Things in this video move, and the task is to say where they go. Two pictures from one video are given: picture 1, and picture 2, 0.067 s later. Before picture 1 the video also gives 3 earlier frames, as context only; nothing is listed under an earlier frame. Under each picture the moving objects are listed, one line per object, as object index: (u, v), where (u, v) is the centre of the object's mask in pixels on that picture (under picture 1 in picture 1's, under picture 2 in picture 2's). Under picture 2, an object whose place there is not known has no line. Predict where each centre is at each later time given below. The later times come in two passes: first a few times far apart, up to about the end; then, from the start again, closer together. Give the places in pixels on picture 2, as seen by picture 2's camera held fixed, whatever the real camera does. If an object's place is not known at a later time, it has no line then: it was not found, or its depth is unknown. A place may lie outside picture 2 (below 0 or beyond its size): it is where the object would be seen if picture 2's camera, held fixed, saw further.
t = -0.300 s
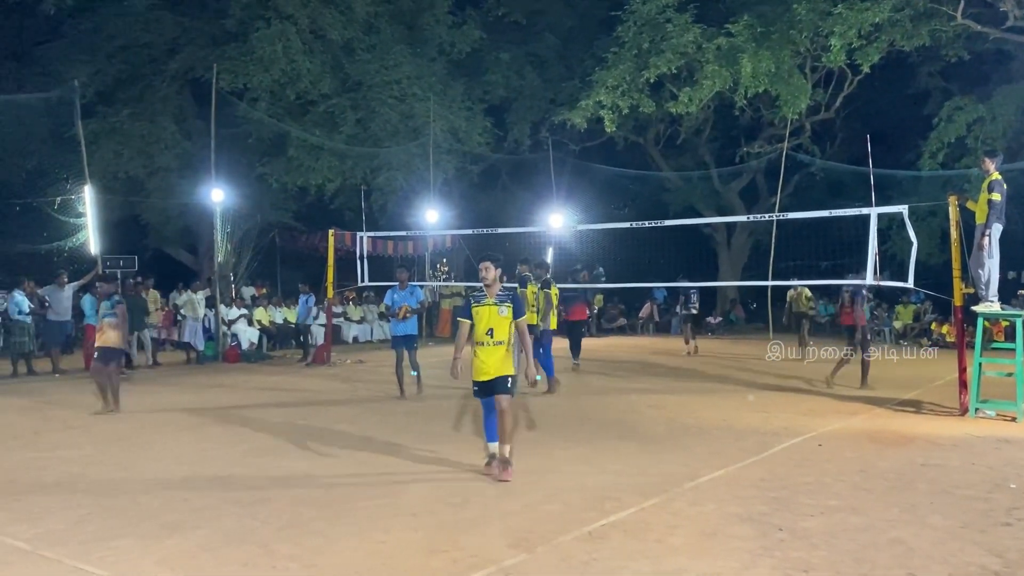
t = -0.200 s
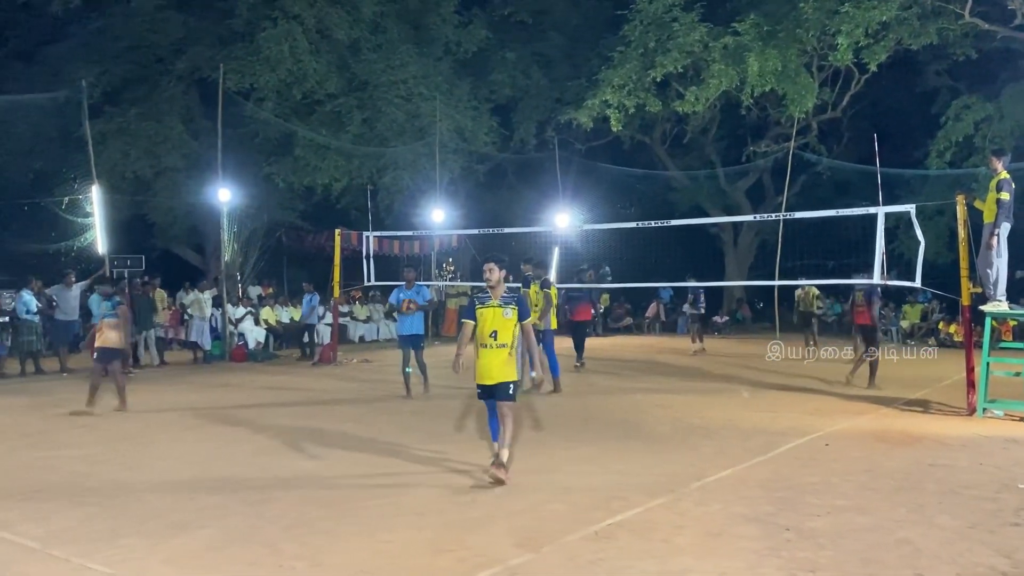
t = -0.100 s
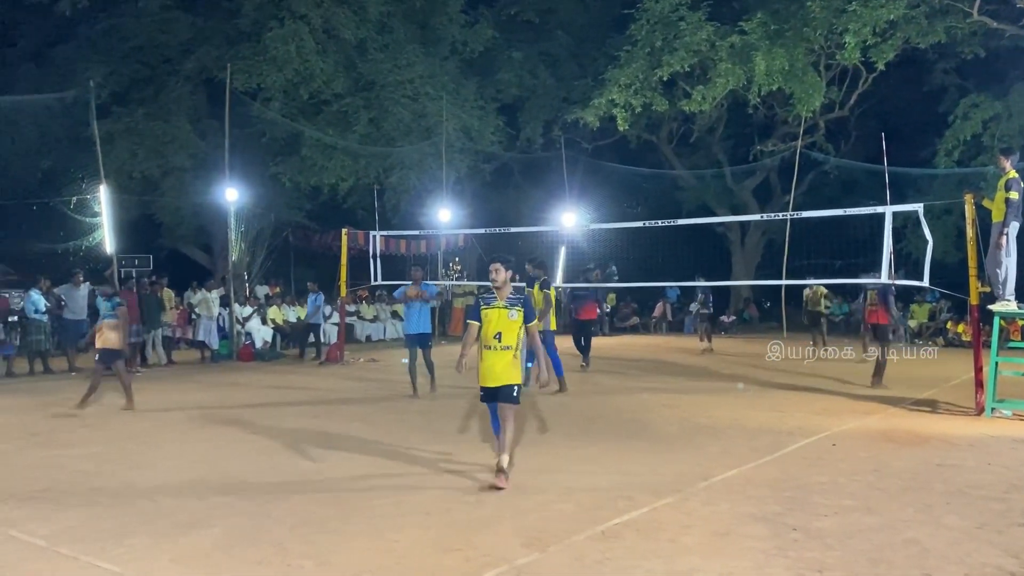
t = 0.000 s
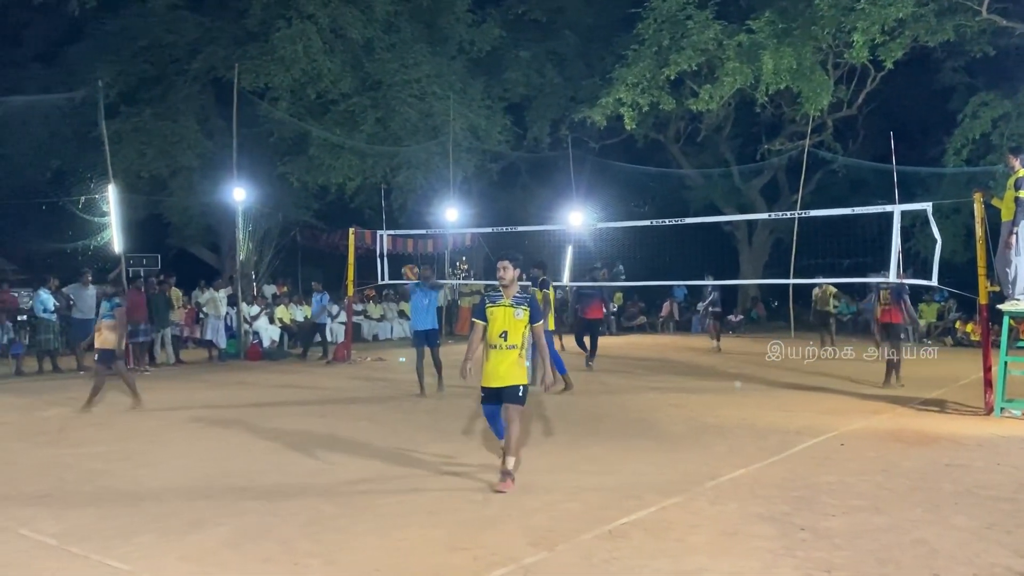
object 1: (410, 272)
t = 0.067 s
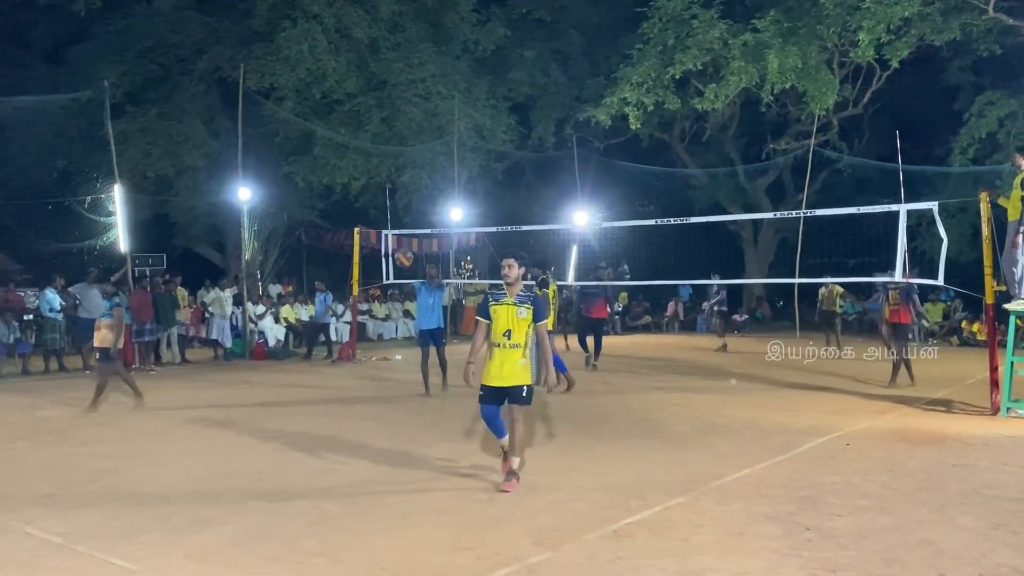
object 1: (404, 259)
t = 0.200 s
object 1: (376, 236)
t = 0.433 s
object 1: (313, 234)
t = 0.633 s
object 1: (238, 291)
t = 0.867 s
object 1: (100, 493)
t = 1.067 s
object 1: (-29, 472)
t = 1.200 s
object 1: (-133, 397)
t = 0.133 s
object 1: (391, 246)
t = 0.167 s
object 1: (384, 240)
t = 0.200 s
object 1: (376, 236)
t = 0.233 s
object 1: (369, 235)
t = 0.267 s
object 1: (360, 230)
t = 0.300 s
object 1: (352, 229)
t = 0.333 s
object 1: (342, 228)
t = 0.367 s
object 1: (333, 229)
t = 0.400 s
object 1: (323, 231)
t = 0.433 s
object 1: (313, 234)
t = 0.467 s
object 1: (302, 239)
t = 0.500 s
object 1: (291, 246)
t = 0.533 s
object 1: (278, 254)
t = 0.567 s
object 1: (266, 264)
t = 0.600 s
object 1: (252, 276)
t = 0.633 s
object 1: (238, 291)
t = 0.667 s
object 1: (221, 309)
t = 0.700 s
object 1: (204, 329)
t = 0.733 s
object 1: (188, 353)
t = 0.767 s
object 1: (168, 382)
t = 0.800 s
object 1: (147, 414)
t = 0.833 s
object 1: (125, 451)
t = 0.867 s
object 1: (100, 493)
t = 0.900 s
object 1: (75, 546)
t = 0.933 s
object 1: (51, 567)
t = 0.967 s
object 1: (30, 539)
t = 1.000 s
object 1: (11, 516)
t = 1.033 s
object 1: (-8, 494)
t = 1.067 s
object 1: (-29, 472)
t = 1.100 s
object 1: (-53, 449)
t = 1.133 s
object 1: (-78, 431)
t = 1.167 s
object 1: (-105, 412)
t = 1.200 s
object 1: (-133, 397)
